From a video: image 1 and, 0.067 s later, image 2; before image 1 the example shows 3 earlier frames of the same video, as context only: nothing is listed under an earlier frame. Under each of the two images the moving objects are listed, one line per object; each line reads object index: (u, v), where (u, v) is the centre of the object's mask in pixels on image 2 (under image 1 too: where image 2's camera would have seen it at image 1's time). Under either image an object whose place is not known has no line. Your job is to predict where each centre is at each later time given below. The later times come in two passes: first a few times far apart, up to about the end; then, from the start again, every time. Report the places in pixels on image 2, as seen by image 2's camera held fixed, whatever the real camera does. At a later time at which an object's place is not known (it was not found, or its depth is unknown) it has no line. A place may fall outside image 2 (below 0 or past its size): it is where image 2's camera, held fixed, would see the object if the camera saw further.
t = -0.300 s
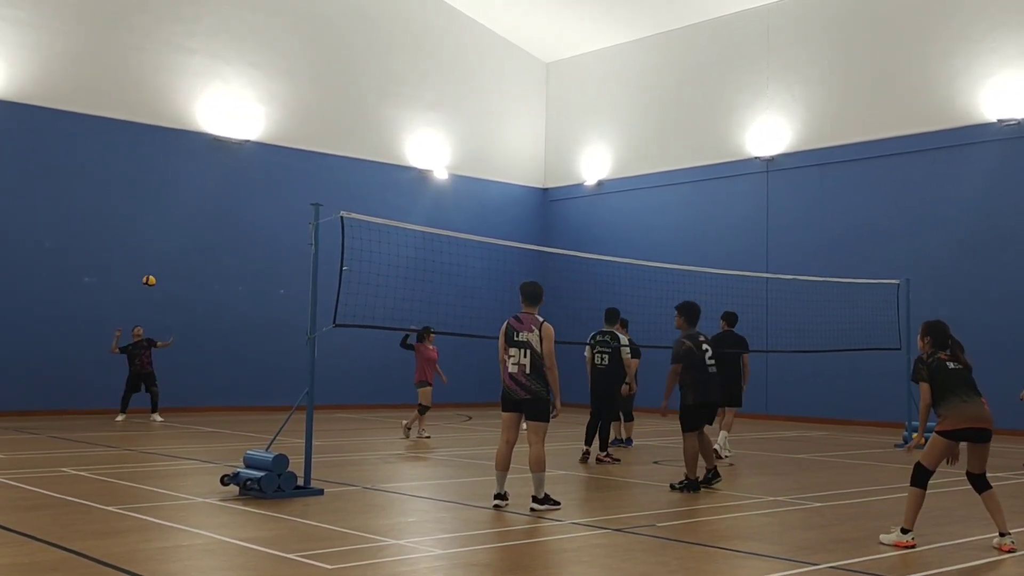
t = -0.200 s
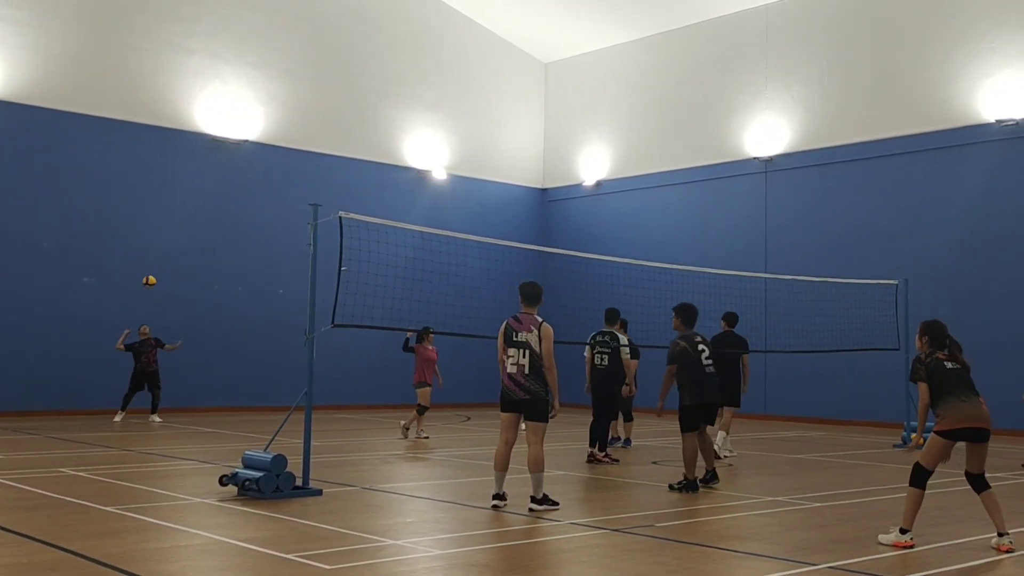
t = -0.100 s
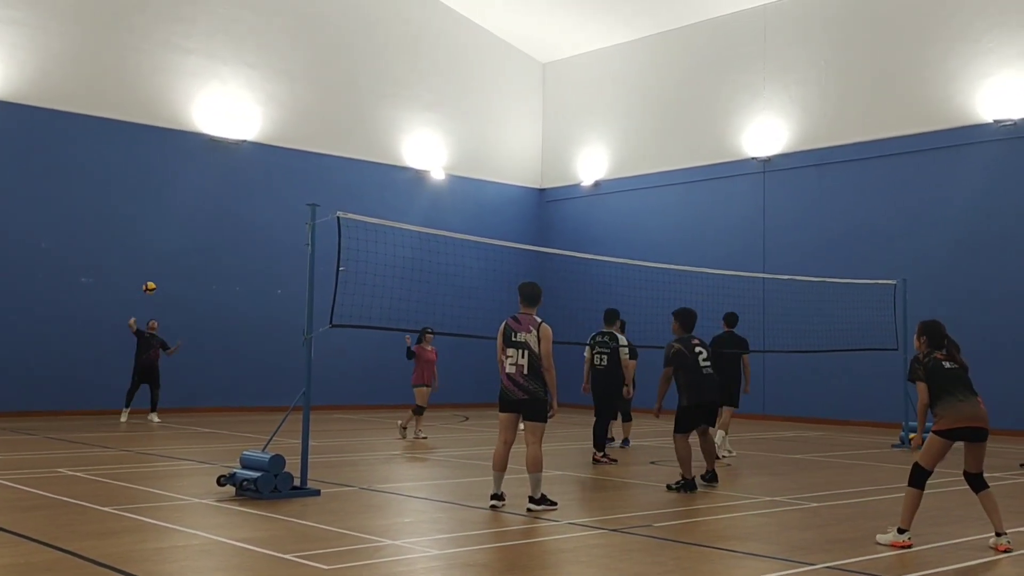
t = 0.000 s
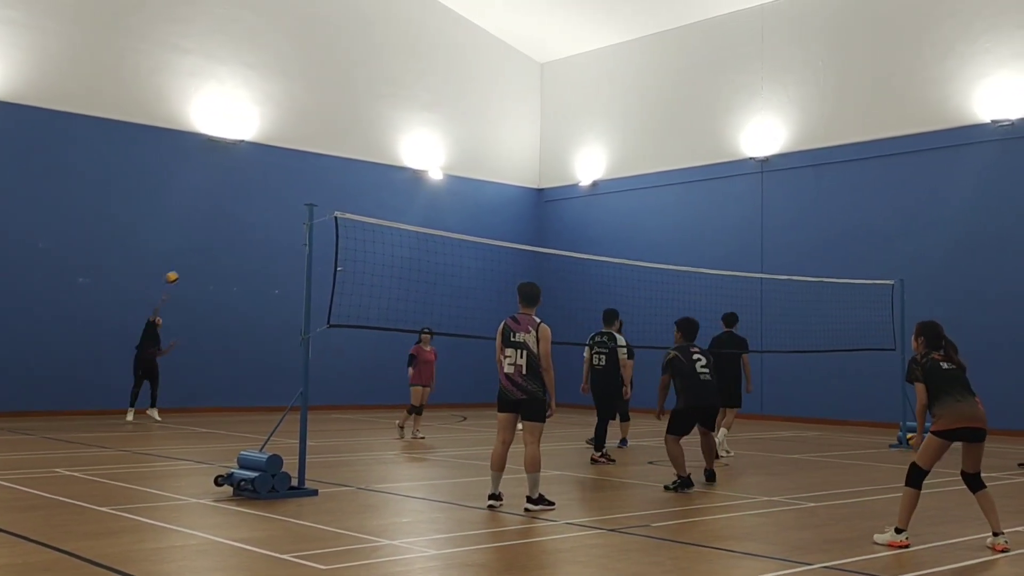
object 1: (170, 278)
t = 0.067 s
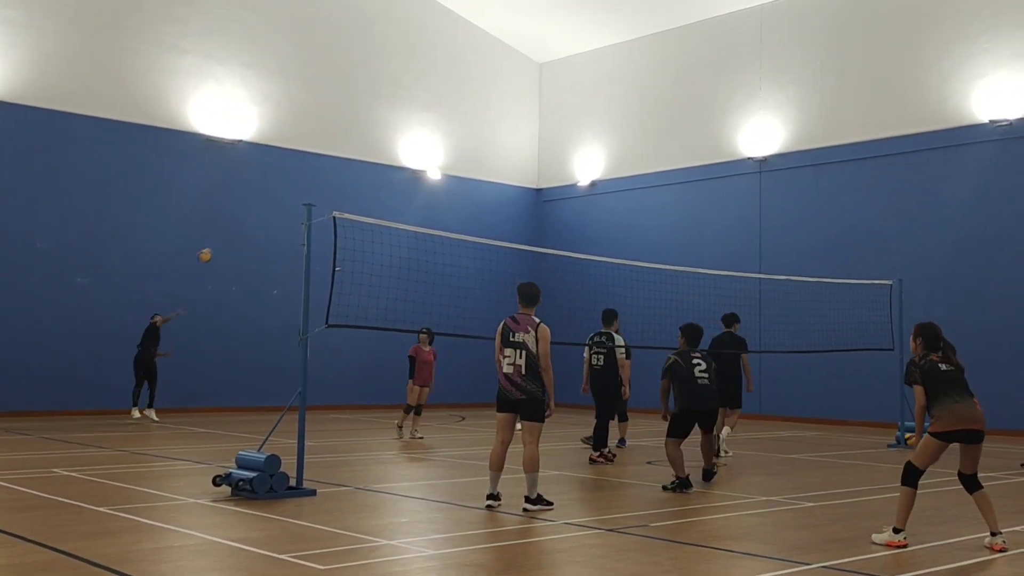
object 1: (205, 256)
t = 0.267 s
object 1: (318, 197)
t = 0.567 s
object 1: (510, 143)
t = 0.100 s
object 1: (224, 244)
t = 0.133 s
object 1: (242, 234)
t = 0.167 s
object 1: (260, 224)
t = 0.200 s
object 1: (279, 214)
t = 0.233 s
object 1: (298, 205)
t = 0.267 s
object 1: (318, 197)
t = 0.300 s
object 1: (339, 188)
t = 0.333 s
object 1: (359, 180)
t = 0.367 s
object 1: (379, 173)
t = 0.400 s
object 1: (399, 166)
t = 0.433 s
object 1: (421, 161)
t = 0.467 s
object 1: (442, 155)
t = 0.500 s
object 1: (463, 151)
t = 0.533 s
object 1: (488, 146)
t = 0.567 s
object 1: (510, 143)
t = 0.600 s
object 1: (533, 141)
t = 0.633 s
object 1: (558, 139)
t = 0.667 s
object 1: (582, 138)
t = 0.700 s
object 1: (606, 137)
